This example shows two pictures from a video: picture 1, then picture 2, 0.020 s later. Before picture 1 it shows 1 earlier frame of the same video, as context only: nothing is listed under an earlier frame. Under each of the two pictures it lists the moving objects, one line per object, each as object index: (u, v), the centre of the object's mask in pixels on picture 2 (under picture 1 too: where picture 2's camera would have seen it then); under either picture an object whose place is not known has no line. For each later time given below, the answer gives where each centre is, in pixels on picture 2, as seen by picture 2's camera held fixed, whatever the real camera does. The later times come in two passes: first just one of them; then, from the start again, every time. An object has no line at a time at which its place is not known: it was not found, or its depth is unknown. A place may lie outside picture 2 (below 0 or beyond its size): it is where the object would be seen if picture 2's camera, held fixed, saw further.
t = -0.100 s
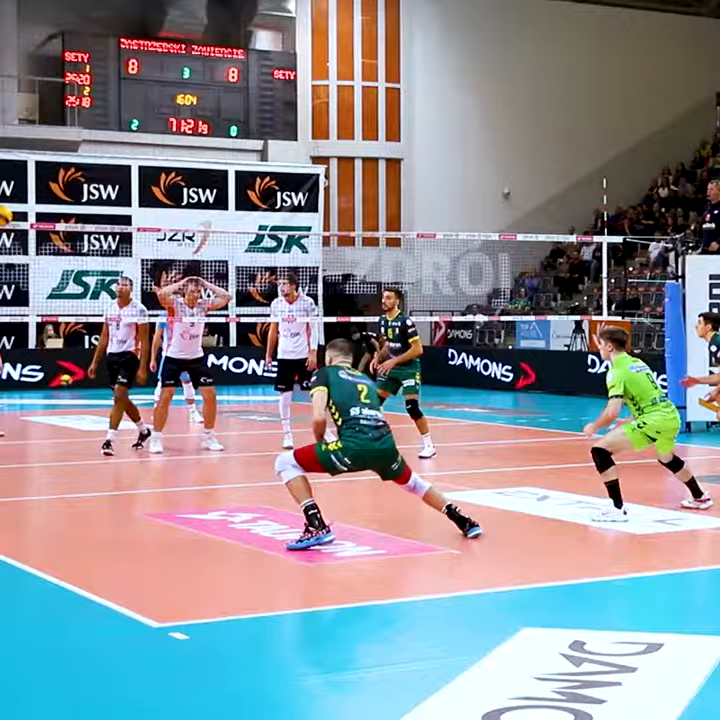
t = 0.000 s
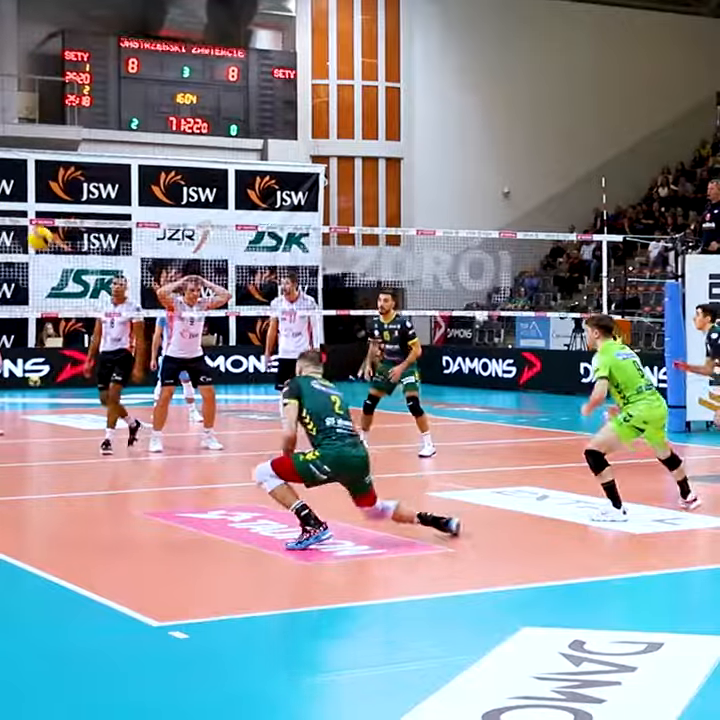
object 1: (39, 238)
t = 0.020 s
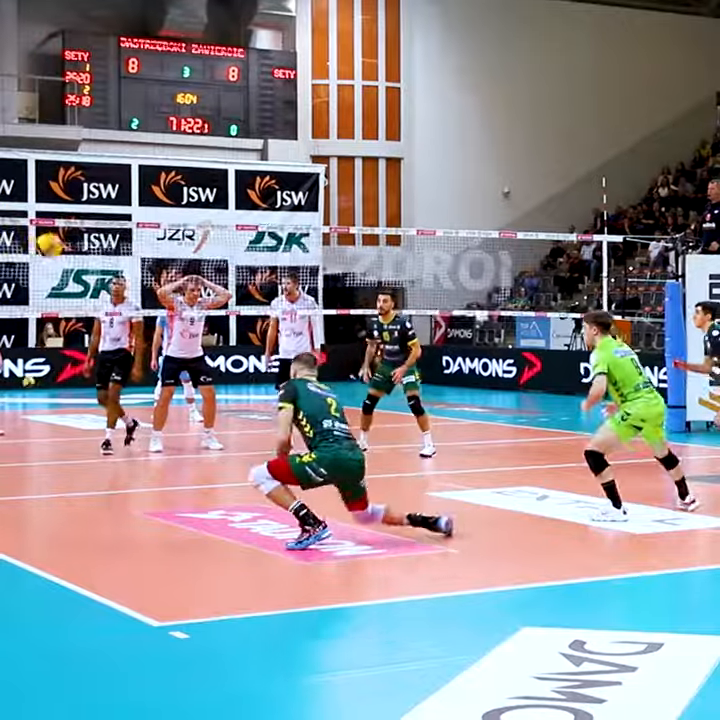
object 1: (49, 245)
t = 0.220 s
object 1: (151, 378)
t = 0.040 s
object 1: (57, 253)
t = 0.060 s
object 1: (66, 264)
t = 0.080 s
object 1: (76, 275)
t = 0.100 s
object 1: (86, 285)
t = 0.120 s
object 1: (96, 297)
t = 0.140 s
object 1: (106, 311)
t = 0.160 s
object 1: (117, 326)
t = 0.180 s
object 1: (128, 342)
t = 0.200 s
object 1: (139, 361)
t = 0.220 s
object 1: (151, 378)
